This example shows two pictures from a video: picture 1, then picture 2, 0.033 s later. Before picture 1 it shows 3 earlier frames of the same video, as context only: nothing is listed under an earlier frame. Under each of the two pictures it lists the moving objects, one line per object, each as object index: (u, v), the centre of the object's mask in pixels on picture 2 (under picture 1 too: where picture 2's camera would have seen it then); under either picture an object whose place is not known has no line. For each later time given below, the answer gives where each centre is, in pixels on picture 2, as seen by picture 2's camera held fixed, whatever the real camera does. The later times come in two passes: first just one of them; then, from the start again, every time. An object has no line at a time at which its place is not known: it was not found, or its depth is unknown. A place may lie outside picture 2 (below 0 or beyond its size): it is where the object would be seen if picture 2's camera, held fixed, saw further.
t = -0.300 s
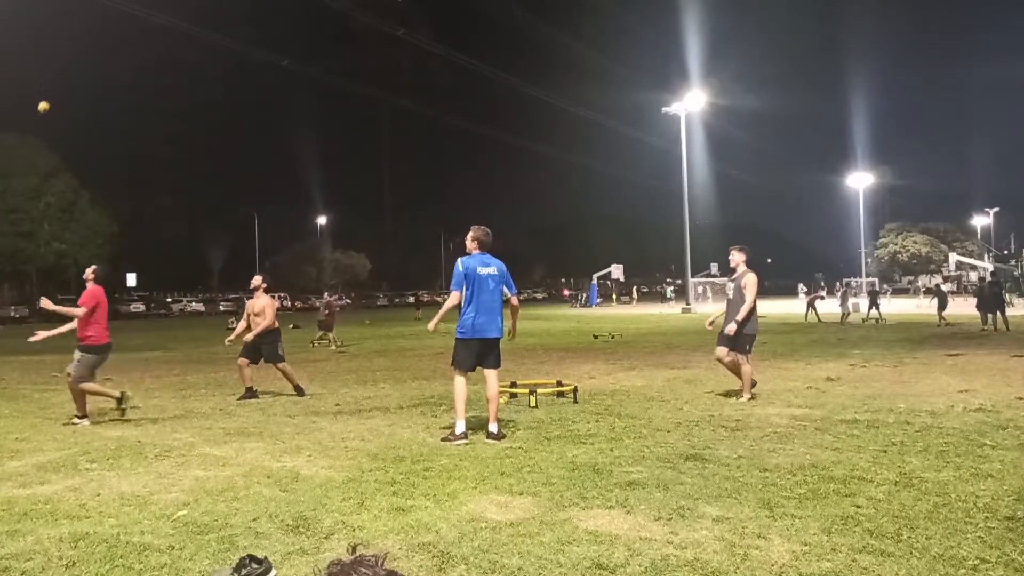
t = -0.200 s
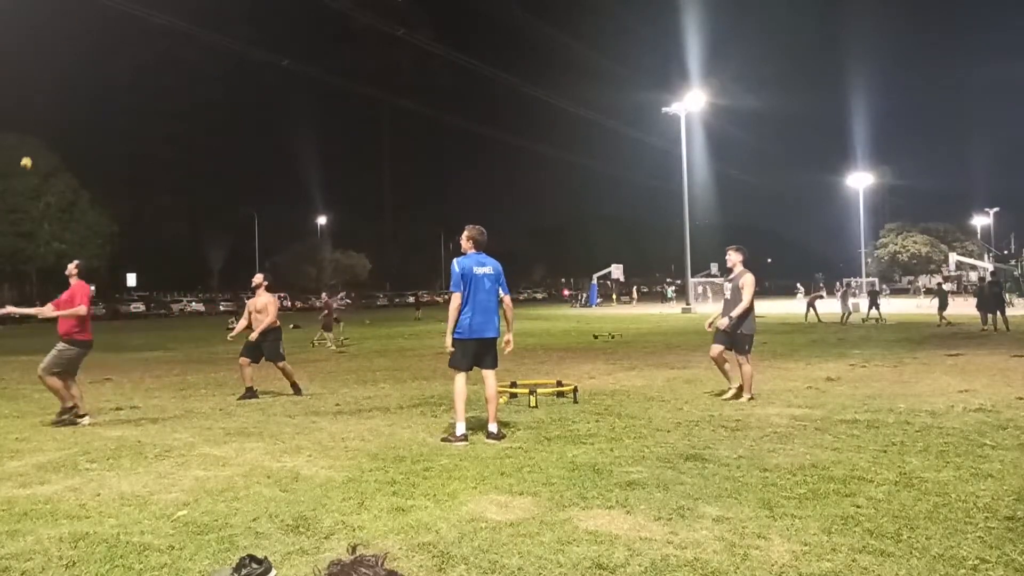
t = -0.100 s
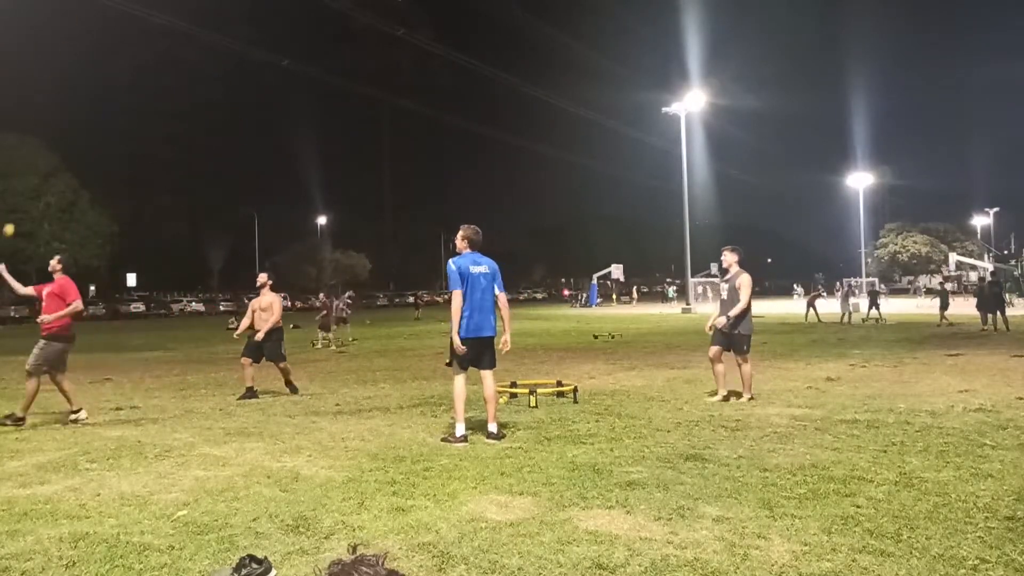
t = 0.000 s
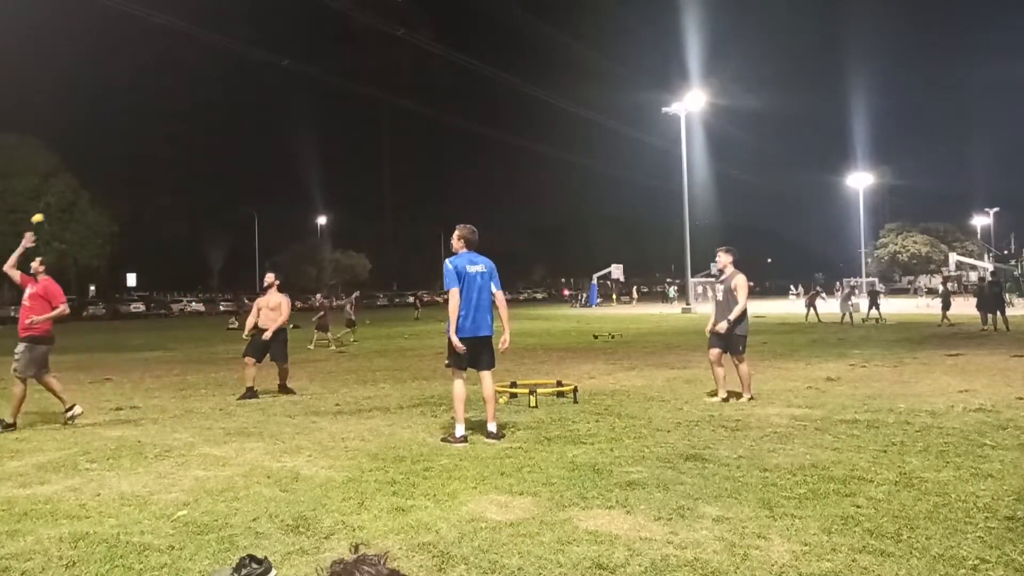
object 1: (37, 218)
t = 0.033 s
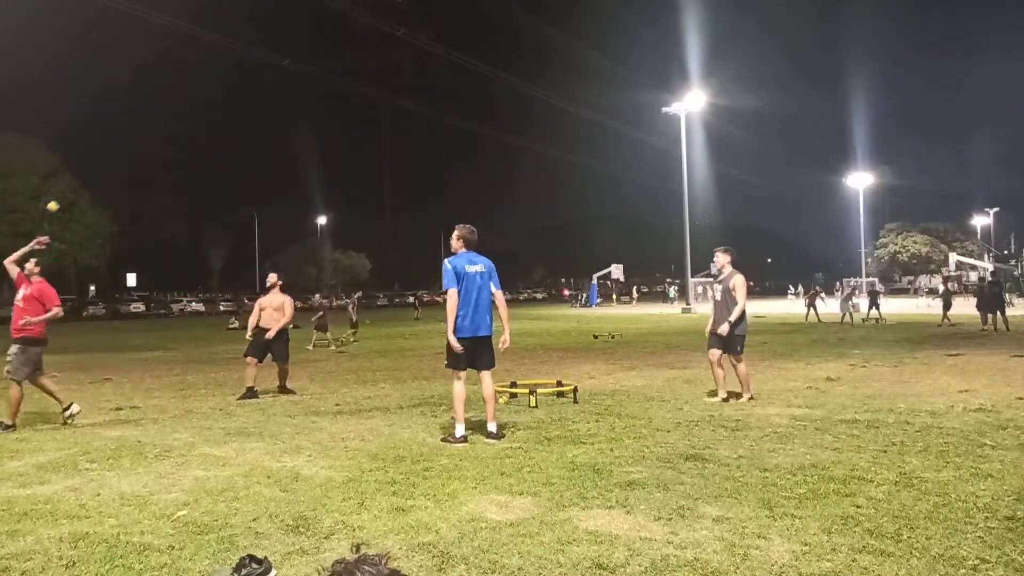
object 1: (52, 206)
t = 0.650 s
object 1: (320, 174)
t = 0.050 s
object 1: (60, 200)
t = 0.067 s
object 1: (69, 194)
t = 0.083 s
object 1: (76, 188)
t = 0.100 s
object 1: (85, 183)
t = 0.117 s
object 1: (92, 179)
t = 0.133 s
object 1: (100, 174)
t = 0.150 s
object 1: (107, 170)
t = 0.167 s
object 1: (115, 166)
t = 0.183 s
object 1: (122, 163)
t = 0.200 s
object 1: (129, 160)
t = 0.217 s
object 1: (137, 157)
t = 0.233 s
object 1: (145, 154)
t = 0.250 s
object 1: (152, 151)
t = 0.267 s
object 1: (159, 149)
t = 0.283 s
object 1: (167, 147)
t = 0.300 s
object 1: (174, 145)
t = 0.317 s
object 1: (181, 144)
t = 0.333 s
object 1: (188, 143)
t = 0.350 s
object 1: (196, 142)
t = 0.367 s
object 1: (202, 142)
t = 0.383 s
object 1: (209, 142)
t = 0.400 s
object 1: (217, 142)
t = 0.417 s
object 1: (224, 142)
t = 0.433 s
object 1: (231, 142)
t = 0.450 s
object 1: (238, 143)
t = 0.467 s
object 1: (245, 144)
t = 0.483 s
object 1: (252, 146)
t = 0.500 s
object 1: (258, 148)
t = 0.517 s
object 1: (266, 150)
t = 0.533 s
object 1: (272, 152)
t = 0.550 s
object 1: (279, 154)
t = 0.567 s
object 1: (286, 157)
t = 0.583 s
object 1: (293, 159)
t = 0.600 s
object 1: (300, 163)
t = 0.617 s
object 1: (307, 166)
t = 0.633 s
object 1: (313, 170)
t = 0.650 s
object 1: (320, 174)
